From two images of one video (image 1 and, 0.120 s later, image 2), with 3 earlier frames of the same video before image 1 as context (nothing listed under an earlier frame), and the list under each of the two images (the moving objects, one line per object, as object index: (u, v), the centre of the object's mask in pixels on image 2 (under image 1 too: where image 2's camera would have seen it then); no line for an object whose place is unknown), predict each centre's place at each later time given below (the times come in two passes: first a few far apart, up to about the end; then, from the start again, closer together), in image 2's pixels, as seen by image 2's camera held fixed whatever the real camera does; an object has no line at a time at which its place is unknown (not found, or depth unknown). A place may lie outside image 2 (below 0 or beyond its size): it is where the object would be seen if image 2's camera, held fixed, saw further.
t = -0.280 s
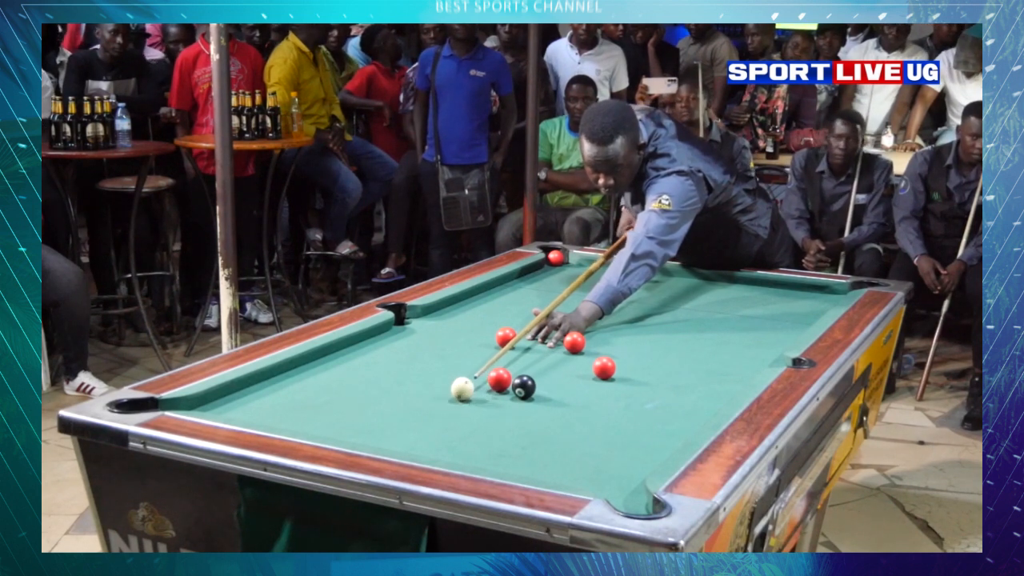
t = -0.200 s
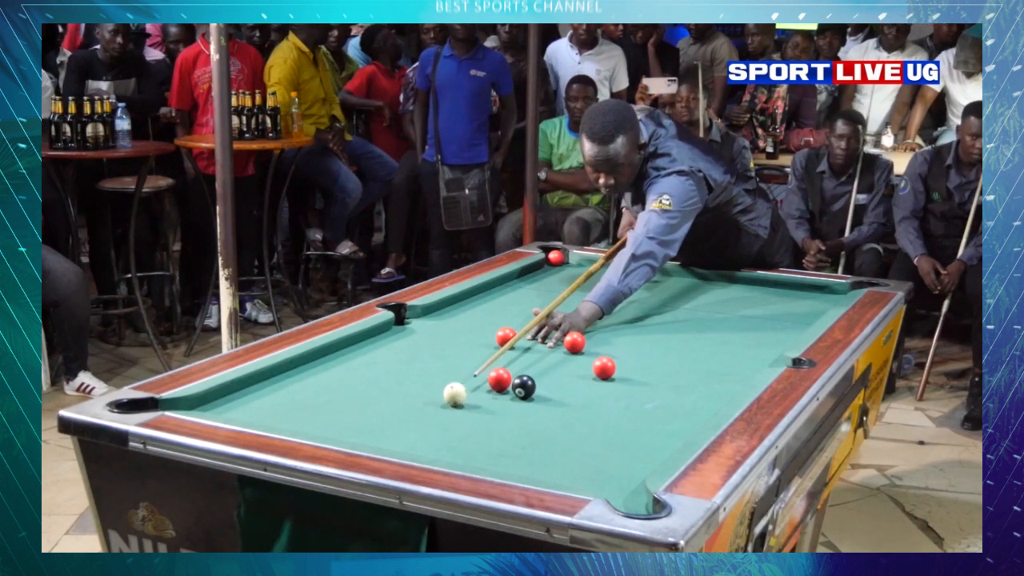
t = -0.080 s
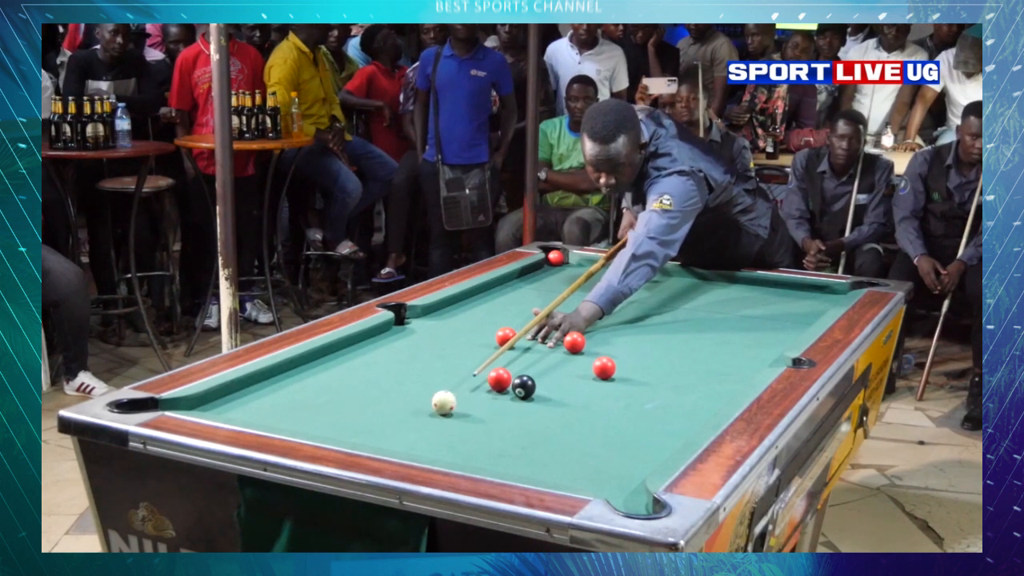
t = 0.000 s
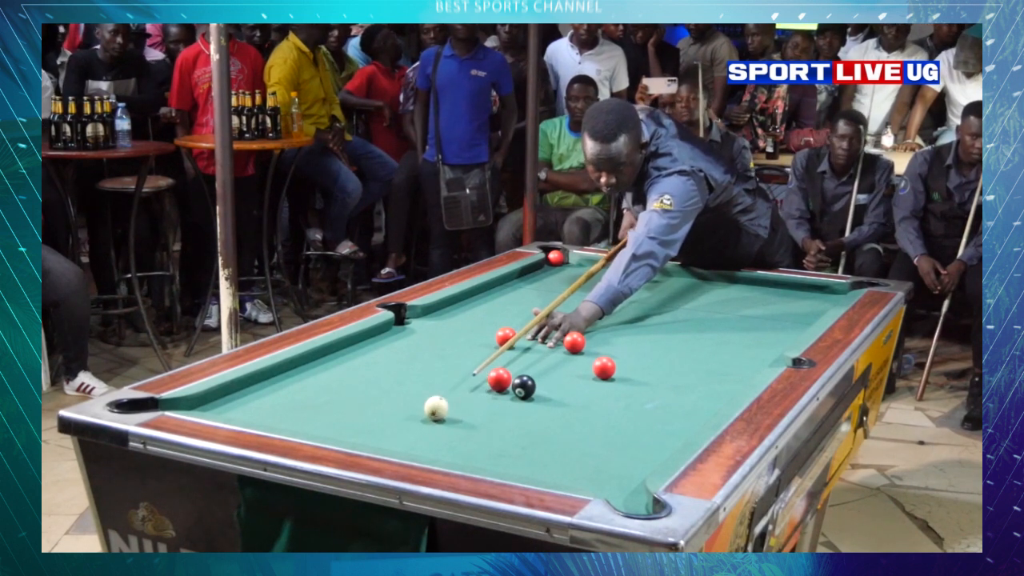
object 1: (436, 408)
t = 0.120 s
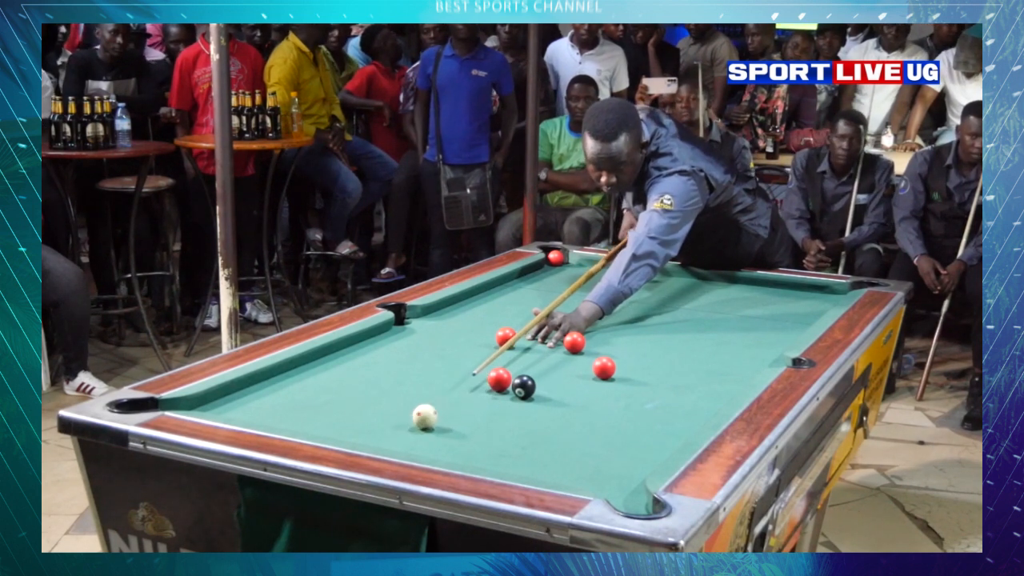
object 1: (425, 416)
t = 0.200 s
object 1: (417, 422)
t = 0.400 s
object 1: (397, 437)
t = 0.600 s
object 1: (386, 442)
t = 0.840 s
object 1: (409, 438)
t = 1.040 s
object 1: (428, 431)
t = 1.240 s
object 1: (445, 424)
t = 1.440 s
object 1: (460, 418)
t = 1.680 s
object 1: (476, 412)
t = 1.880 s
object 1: (488, 408)
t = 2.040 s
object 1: (497, 404)
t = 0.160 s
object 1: (421, 419)
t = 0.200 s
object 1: (417, 422)
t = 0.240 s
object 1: (413, 425)
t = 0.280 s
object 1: (409, 428)
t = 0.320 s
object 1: (405, 431)
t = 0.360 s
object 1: (401, 434)
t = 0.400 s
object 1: (397, 437)
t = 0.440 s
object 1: (394, 438)
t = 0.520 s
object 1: (387, 441)
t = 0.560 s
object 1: (383, 443)
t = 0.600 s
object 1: (386, 442)
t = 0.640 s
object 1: (390, 442)
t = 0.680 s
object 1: (394, 441)
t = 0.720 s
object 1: (398, 440)
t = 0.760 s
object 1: (402, 440)
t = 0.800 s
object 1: (406, 439)
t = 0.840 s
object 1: (409, 438)
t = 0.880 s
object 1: (413, 436)
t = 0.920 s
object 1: (417, 435)
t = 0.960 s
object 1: (421, 433)
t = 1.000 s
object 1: (425, 432)
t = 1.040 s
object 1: (428, 431)
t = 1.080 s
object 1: (432, 429)
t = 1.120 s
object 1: (435, 428)
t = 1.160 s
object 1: (438, 426)
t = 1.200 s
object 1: (442, 425)
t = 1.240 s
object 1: (445, 424)
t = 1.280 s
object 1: (448, 422)
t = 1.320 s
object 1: (451, 421)
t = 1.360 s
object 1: (454, 420)
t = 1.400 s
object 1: (457, 419)
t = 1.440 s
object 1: (460, 418)
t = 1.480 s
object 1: (462, 417)
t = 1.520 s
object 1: (465, 416)
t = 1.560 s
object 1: (468, 415)
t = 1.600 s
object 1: (471, 414)
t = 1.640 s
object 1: (473, 413)
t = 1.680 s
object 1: (476, 412)
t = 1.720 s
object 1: (478, 411)
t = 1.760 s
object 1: (481, 410)
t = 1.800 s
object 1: (483, 409)
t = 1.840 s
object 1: (486, 408)
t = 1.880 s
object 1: (488, 408)
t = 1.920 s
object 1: (490, 407)
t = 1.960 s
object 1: (492, 406)
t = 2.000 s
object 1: (495, 405)
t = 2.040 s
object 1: (497, 404)
